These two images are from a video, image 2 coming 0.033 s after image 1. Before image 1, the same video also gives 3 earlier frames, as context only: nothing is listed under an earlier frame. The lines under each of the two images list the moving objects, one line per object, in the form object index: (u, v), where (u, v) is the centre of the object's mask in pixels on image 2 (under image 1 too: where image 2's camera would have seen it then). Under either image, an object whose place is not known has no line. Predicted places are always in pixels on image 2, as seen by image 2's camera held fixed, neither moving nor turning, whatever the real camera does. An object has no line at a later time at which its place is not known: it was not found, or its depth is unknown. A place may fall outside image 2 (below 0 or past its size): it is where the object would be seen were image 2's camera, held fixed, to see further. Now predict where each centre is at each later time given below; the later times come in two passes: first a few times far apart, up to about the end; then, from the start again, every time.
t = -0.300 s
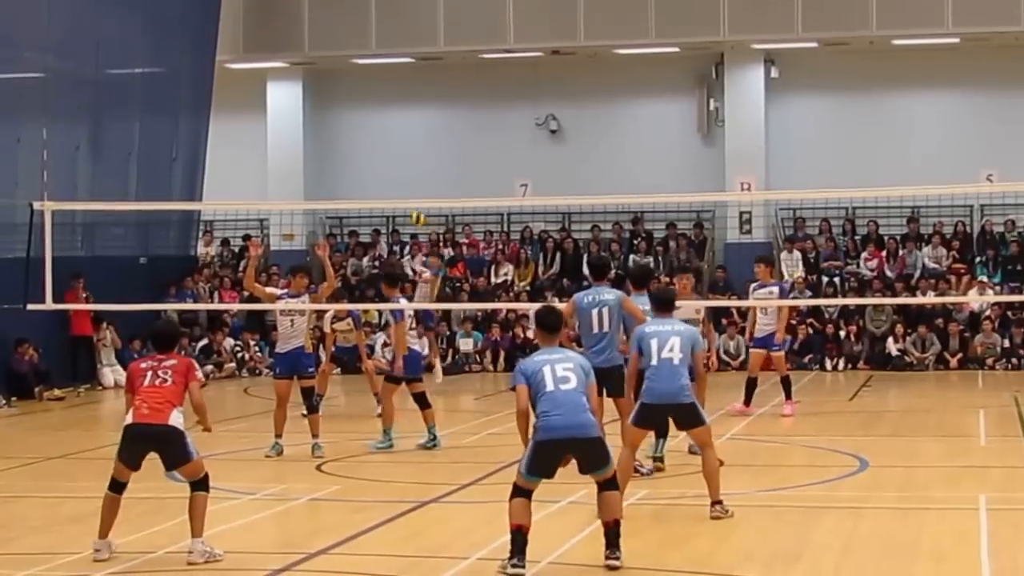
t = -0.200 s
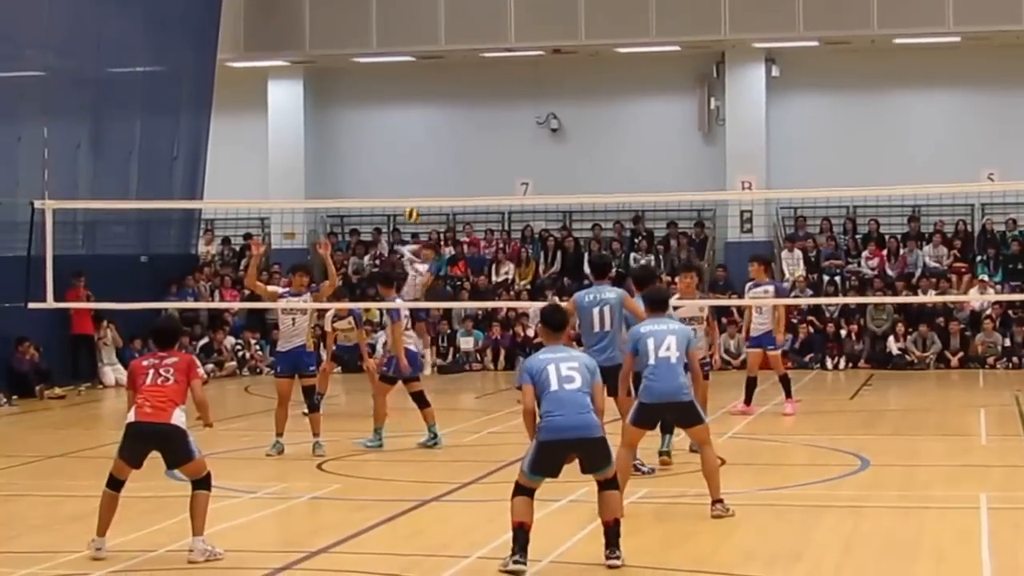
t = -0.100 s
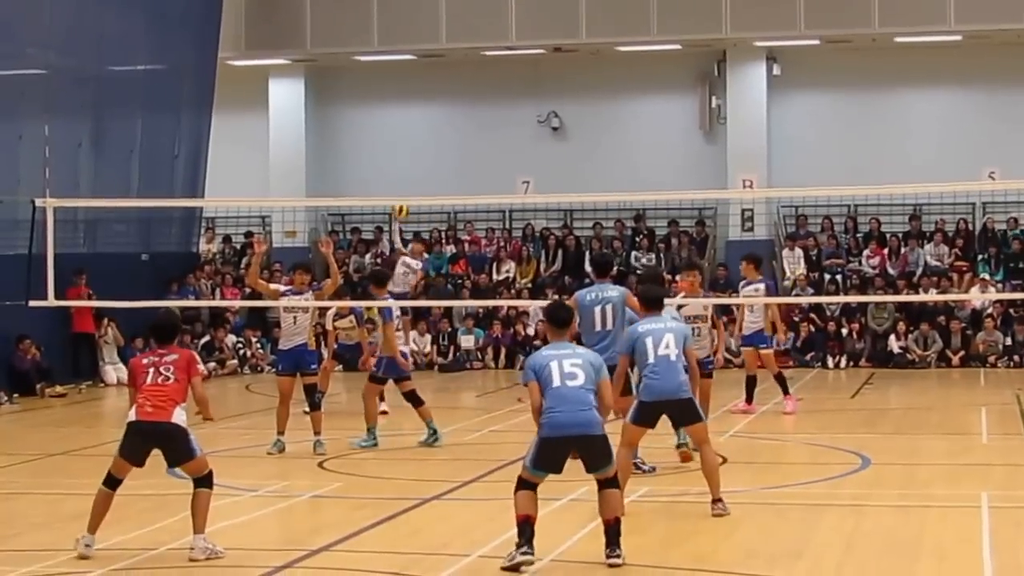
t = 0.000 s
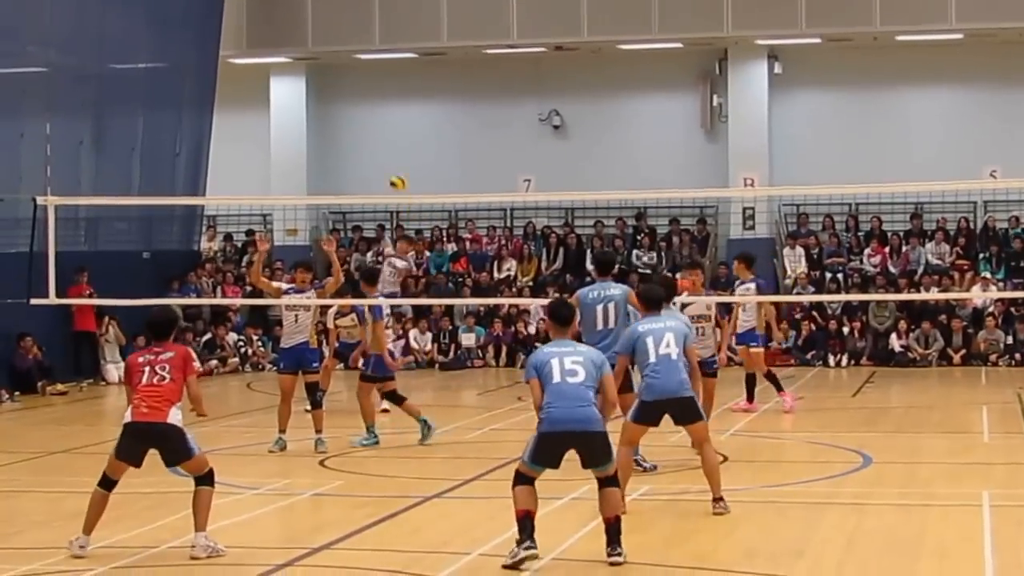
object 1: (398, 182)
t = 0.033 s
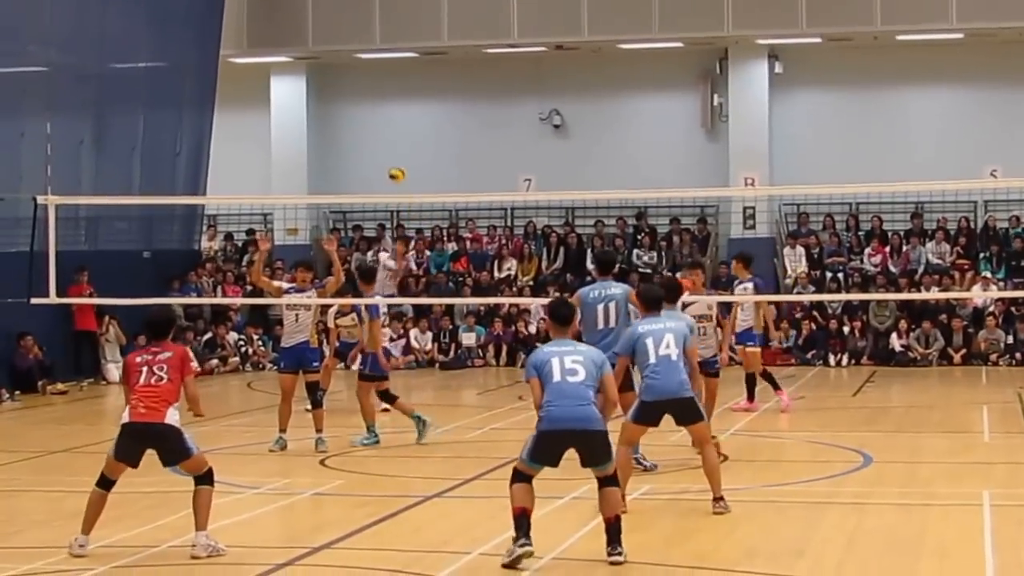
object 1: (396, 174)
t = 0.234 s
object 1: (390, 144)
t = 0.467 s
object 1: (392, 149)
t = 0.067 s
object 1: (394, 167)
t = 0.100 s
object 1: (393, 161)
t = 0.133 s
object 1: (392, 156)
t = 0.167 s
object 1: (390, 151)
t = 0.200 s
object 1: (390, 146)
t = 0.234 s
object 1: (390, 144)
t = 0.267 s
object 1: (389, 141)
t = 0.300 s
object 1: (389, 140)
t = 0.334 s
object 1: (389, 139)
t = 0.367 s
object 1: (390, 140)
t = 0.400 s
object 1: (391, 142)
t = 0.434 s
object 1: (392, 145)
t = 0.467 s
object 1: (392, 149)
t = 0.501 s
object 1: (391, 154)
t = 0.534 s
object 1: (392, 160)
